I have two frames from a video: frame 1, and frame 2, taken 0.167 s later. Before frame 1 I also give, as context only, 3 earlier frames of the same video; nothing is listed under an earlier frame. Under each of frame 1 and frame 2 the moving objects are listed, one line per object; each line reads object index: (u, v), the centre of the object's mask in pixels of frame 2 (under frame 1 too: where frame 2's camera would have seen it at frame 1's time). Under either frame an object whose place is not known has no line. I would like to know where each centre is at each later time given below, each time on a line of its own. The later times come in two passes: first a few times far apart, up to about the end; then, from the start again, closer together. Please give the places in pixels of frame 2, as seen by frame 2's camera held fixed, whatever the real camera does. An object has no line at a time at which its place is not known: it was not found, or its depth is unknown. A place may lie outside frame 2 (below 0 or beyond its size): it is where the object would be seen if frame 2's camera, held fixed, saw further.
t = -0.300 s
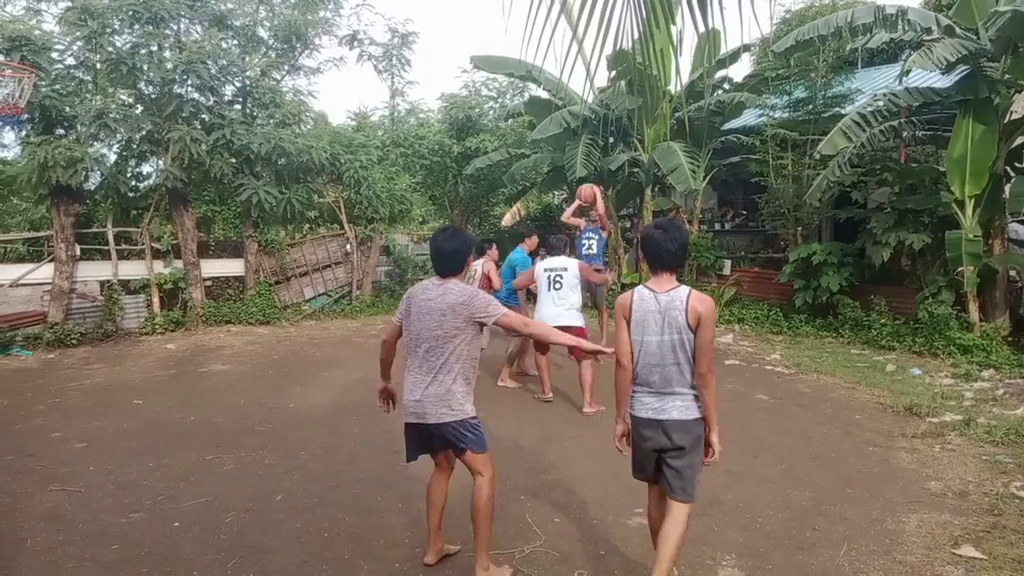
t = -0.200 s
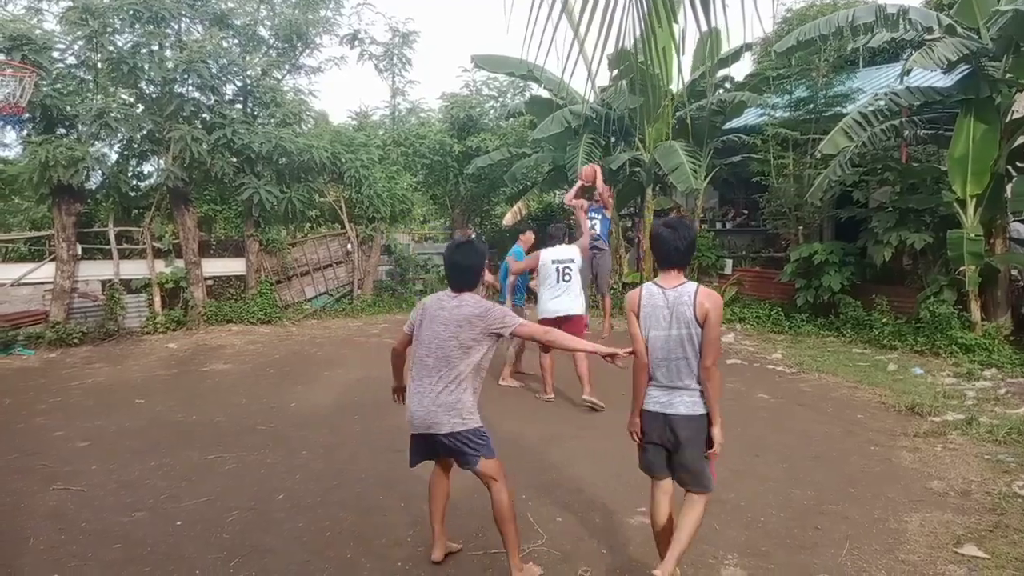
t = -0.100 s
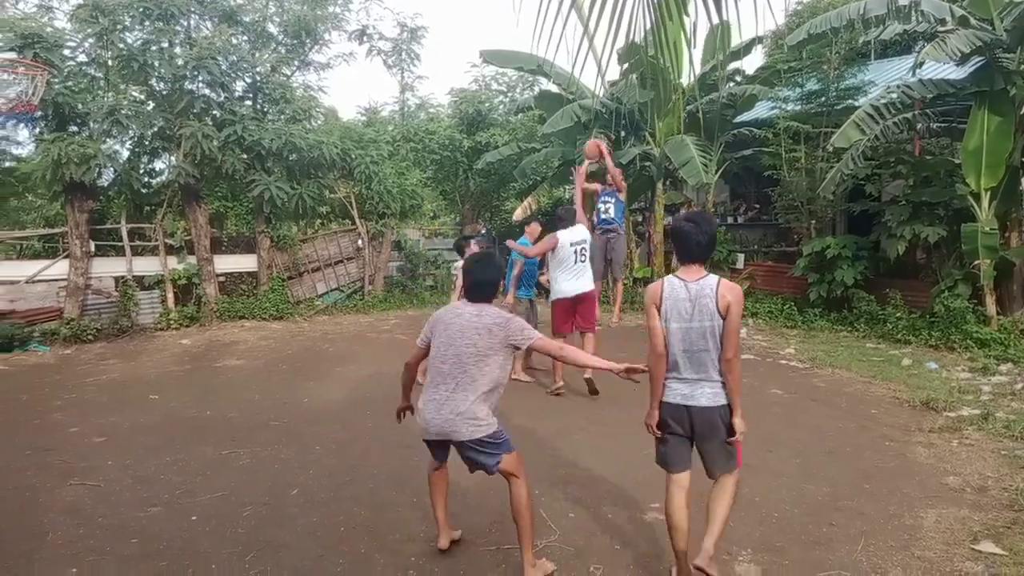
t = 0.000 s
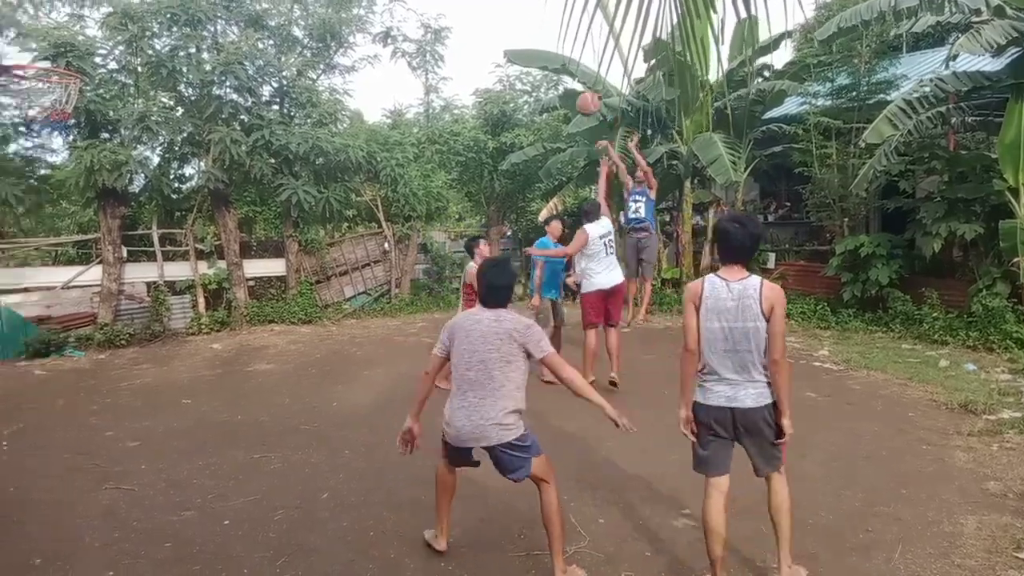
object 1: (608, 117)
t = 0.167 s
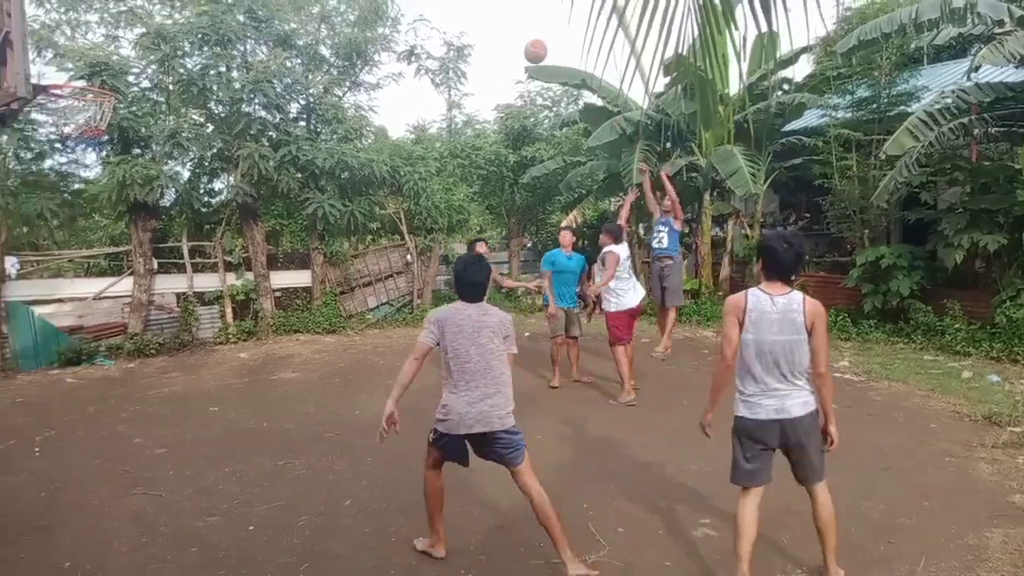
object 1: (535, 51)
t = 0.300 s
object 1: (470, 13)
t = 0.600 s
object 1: (314, -2)
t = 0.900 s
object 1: (121, 80)
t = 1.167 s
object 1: (75, 24)
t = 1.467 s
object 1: (43, 63)
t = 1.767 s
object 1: (74, 73)
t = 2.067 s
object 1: (100, 139)
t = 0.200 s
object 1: (520, 40)
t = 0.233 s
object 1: (504, 30)
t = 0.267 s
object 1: (488, 21)
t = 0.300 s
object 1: (470, 13)
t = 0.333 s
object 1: (455, 8)
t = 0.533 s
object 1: (351, -4)
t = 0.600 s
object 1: (314, -2)
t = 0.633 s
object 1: (294, -1)
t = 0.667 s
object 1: (273, 2)
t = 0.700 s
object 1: (253, 4)
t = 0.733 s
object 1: (233, 11)
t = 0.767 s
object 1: (211, 21)
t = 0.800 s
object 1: (189, 34)
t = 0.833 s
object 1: (167, 46)
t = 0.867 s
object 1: (144, 63)
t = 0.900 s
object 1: (121, 80)
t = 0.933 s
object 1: (114, 76)
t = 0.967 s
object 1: (108, 64)
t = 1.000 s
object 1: (103, 54)
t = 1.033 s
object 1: (97, 45)
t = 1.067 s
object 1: (91, 38)
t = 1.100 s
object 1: (85, 31)
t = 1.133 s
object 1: (80, 27)
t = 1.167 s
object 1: (75, 24)
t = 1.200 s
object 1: (70, 22)
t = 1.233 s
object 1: (65, 22)
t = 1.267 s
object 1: (59, 24)
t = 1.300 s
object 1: (54, 27)
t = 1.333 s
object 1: (49, 32)
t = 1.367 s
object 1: (46, 38)
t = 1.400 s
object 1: (45, 47)
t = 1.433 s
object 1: (44, 55)
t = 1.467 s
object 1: (43, 63)
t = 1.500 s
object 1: (46, 68)
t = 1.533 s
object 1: (47, 66)
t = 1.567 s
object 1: (50, 63)
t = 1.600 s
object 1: (53, 61)
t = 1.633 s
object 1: (57, 61)
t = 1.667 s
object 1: (61, 63)
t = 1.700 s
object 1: (65, 66)
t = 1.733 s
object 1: (70, 69)
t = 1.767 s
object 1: (74, 73)
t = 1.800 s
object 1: (80, 86)
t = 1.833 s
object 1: (83, 93)
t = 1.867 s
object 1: (85, 101)
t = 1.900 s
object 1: (86, 107)
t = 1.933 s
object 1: (93, 114)
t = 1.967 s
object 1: (97, 123)
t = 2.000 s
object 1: (99, 130)
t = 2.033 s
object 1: (99, 134)
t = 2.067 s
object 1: (100, 139)
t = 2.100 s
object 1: (99, 145)
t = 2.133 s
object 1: (98, 154)
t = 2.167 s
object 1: (99, 163)
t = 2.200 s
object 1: (100, 174)
